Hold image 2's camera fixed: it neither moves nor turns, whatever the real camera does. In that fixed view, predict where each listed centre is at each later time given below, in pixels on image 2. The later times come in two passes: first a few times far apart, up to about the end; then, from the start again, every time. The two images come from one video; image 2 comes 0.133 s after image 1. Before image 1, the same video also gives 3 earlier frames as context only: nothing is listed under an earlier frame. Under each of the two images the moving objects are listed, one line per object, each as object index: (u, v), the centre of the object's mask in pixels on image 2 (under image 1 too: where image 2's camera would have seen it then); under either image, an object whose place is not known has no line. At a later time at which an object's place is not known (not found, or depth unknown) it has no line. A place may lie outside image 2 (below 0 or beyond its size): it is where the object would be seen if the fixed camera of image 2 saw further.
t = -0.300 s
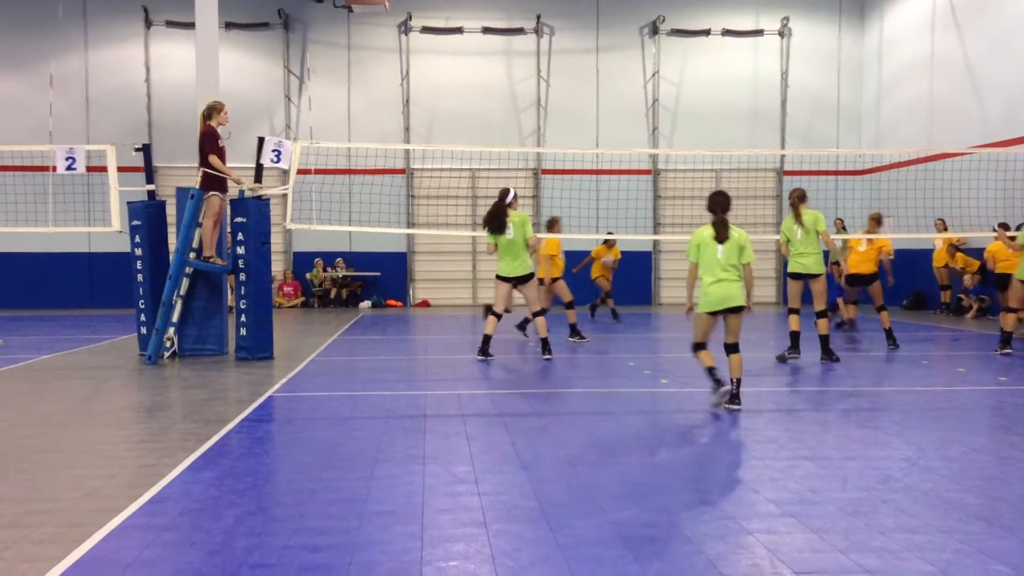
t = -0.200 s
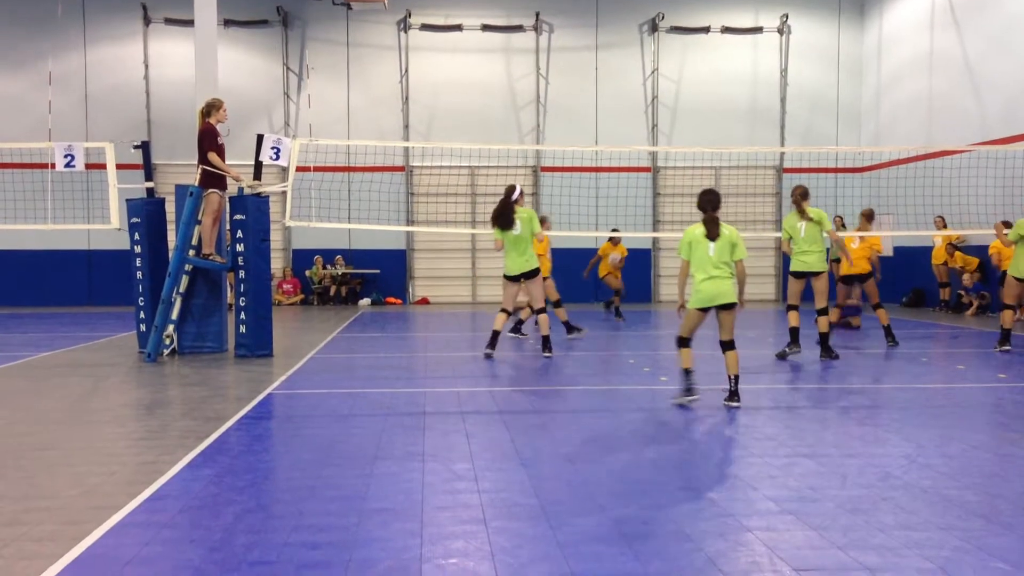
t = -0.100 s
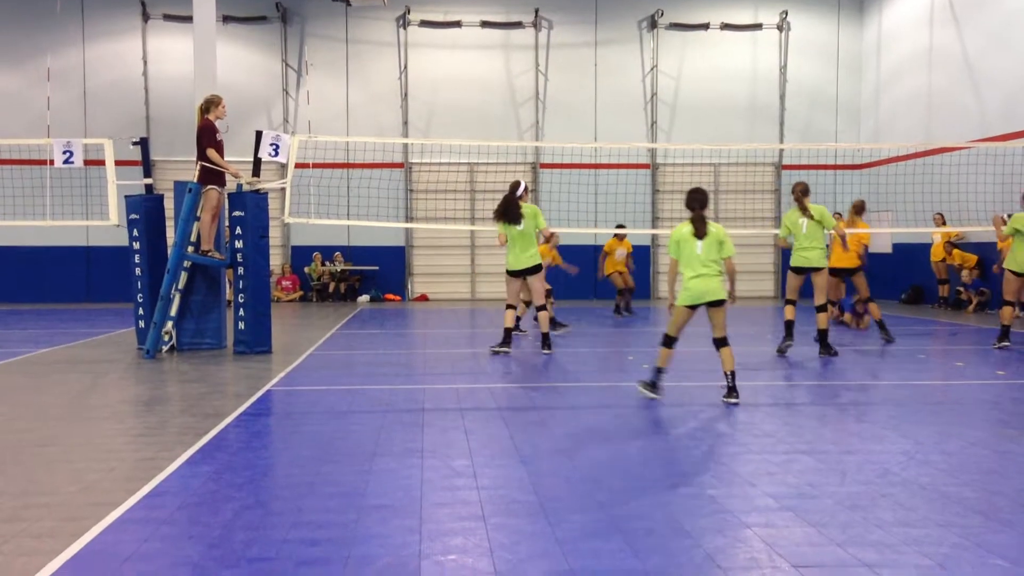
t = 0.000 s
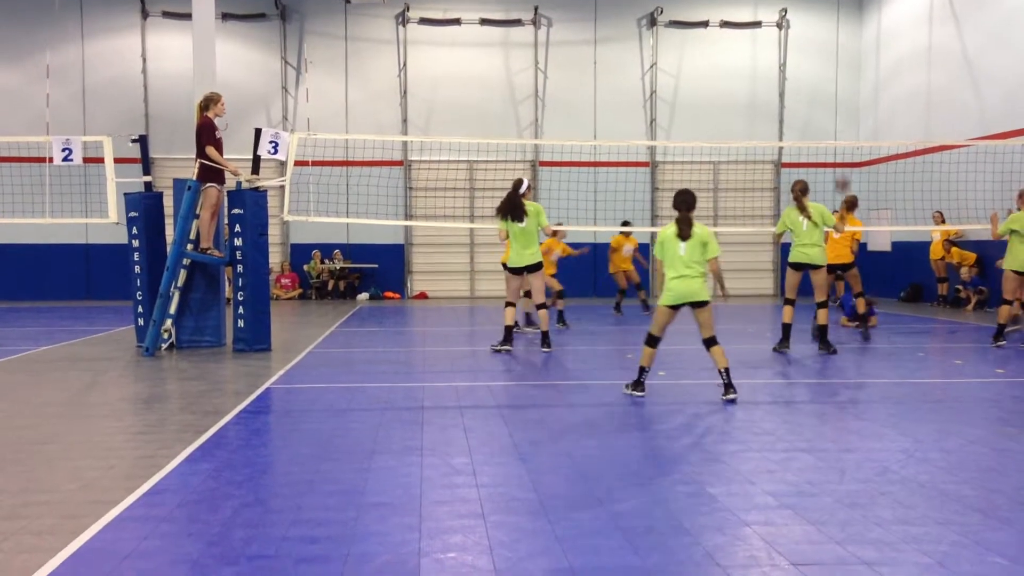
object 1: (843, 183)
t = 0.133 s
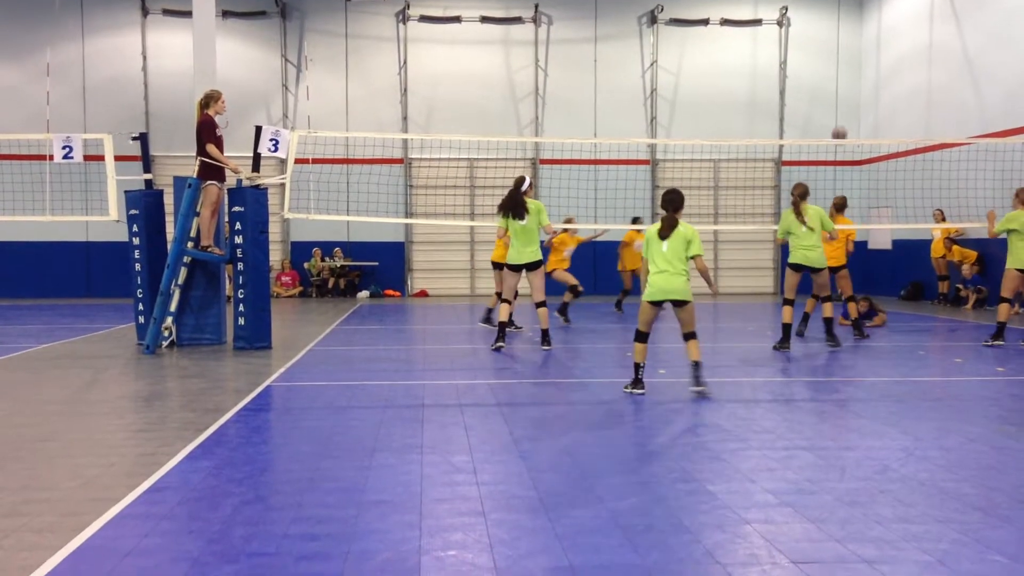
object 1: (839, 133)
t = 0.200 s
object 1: (837, 116)
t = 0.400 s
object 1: (831, 78)
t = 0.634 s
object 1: (822, 71)
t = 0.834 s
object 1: (813, 98)
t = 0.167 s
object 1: (838, 125)
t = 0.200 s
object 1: (837, 116)
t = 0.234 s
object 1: (836, 108)
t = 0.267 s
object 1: (835, 101)
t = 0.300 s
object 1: (834, 93)
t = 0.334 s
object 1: (833, 88)
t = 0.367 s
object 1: (832, 82)
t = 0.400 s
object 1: (831, 78)
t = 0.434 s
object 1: (829, 74)
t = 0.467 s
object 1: (828, 72)
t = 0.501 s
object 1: (827, 70)
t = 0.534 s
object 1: (825, 69)
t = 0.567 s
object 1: (824, 69)
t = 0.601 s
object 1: (823, 69)
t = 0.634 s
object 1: (822, 71)
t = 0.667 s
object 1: (821, 73)
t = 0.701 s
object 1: (819, 76)
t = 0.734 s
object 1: (817, 81)
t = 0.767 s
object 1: (816, 85)
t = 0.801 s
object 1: (814, 91)
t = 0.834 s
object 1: (813, 98)
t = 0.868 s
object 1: (811, 105)
